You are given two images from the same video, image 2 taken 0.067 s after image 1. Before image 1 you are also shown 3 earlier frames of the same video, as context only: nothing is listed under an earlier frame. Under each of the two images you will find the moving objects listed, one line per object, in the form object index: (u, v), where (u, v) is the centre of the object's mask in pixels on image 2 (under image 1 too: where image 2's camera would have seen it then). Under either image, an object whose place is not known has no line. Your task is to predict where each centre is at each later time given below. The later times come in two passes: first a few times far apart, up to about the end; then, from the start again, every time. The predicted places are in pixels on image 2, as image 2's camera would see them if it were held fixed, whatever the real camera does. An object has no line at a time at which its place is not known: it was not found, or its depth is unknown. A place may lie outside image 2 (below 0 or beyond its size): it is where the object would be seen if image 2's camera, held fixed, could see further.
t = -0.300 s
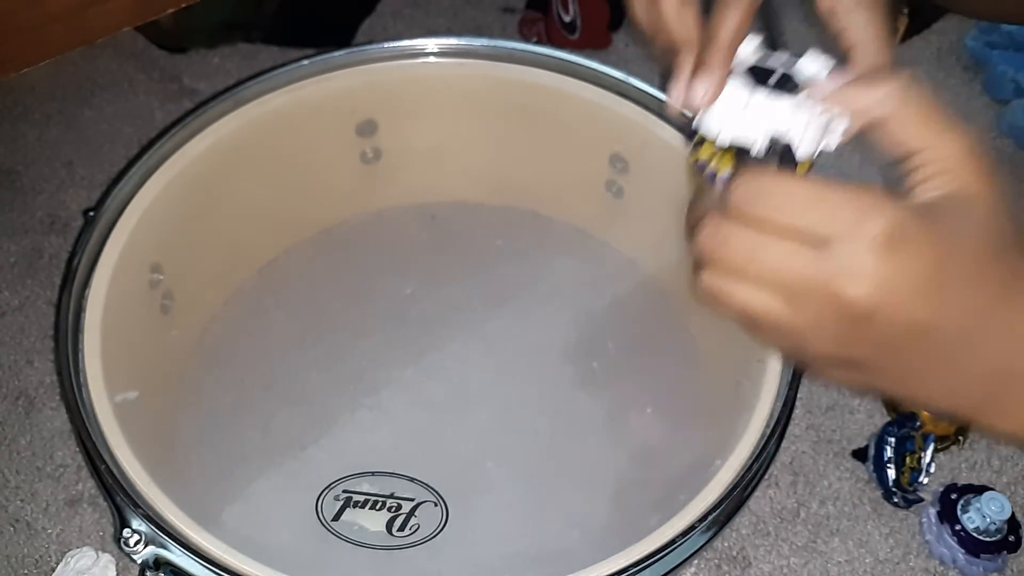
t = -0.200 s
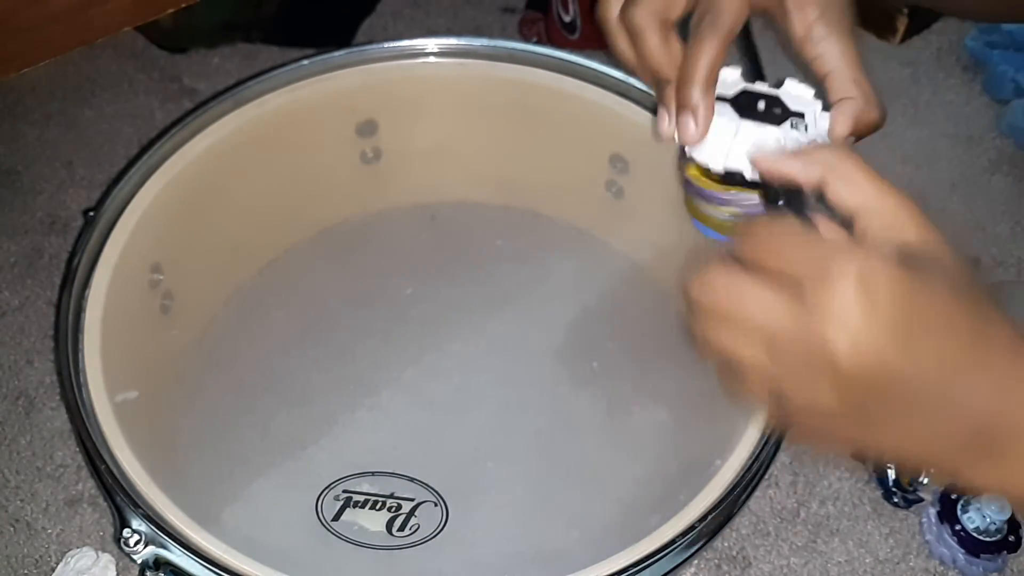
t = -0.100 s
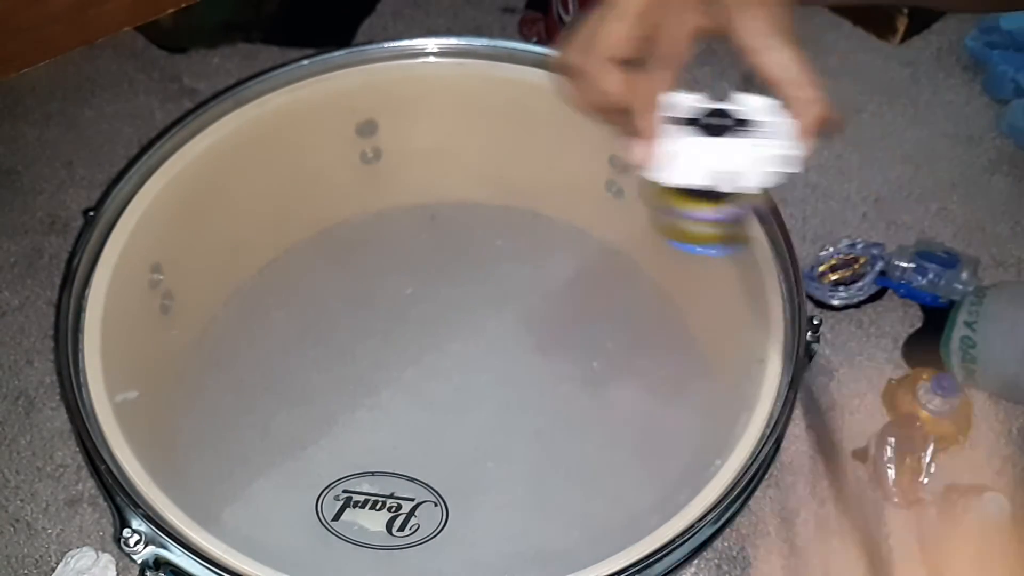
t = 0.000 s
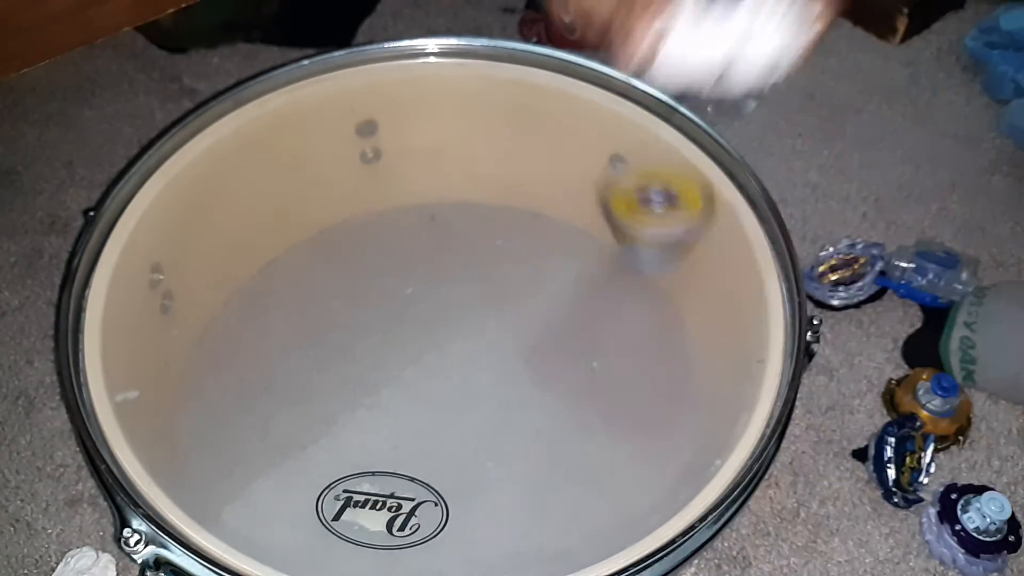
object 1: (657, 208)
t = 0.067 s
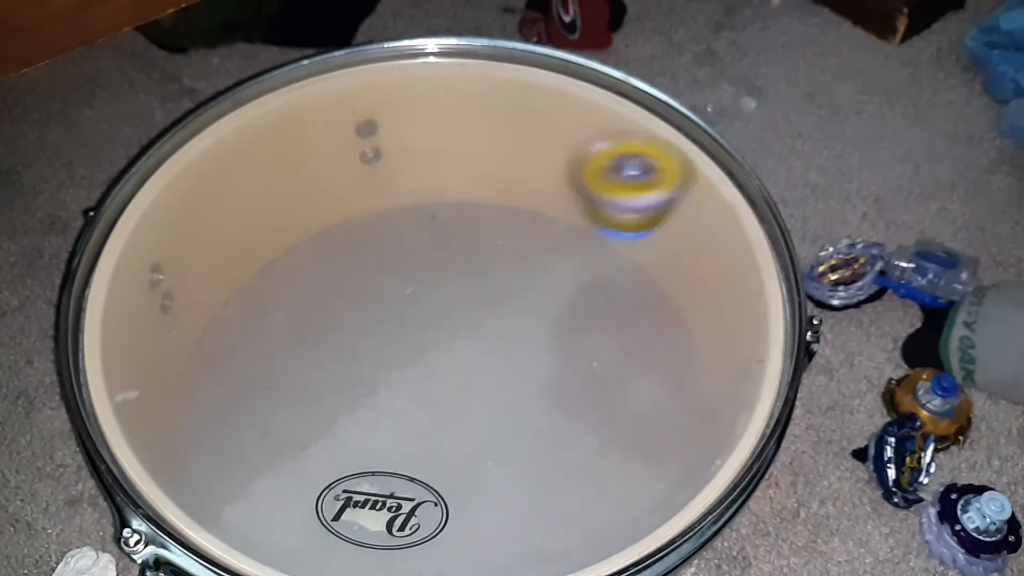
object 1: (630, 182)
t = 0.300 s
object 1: (469, 257)
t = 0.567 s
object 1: (211, 298)
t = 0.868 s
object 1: (93, 297)
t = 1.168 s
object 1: (161, 298)
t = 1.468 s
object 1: (223, 299)
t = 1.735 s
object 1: (273, 308)
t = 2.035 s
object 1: (321, 330)
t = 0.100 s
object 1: (609, 193)
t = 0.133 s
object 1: (590, 216)
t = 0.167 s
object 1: (572, 225)
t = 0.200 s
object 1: (547, 216)
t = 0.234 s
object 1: (524, 223)
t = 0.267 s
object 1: (497, 243)
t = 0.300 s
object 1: (469, 257)
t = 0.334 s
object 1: (442, 255)
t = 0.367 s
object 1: (413, 267)
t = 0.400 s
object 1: (381, 279)
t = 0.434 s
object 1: (346, 281)
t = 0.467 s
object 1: (314, 289)
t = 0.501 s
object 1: (281, 291)
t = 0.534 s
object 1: (245, 293)
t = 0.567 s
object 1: (211, 298)
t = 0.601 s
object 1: (172, 299)
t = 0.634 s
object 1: (136, 299)
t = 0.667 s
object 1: (101, 299)
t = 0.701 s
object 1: (67, 293)
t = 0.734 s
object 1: (62, 286)
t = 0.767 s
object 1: (67, 286)
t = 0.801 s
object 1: (73, 291)
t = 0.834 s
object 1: (81, 293)
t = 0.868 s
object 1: (93, 297)
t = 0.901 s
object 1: (102, 298)
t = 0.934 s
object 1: (109, 299)
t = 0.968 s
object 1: (117, 300)
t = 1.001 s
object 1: (125, 300)
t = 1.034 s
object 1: (132, 300)
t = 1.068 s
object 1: (140, 299)
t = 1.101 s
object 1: (147, 299)
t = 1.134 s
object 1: (154, 299)
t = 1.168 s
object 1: (161, 298)
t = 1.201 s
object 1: (168, 298)
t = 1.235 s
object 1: (175, 298)
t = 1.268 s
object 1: (181, 298)
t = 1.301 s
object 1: (188, 298)
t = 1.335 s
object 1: (196, 297)
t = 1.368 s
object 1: (203, 298)
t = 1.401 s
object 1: (209, 298)
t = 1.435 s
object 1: (215, 298)
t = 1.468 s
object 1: (223, 299)
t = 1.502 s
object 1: (229, 300)
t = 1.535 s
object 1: (236, 301)
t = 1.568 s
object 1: (243, 302)
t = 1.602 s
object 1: (249, 303)
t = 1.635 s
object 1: (255, 304)
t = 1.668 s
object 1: (262, 305)
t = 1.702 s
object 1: (267, 307)
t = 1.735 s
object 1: (273, 308)
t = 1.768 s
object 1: (278, 309)
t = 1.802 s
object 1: (284, 311)
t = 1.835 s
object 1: (290, 313)
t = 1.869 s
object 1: (294, 315)
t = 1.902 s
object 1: (300, 318)
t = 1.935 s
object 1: (306, 321)
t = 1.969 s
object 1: (311, 324)
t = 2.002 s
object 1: (316, 327)
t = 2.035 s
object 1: (321, 330)
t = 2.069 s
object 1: (325, 333)
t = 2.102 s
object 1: (330, 336)
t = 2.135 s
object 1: (334, 339)
